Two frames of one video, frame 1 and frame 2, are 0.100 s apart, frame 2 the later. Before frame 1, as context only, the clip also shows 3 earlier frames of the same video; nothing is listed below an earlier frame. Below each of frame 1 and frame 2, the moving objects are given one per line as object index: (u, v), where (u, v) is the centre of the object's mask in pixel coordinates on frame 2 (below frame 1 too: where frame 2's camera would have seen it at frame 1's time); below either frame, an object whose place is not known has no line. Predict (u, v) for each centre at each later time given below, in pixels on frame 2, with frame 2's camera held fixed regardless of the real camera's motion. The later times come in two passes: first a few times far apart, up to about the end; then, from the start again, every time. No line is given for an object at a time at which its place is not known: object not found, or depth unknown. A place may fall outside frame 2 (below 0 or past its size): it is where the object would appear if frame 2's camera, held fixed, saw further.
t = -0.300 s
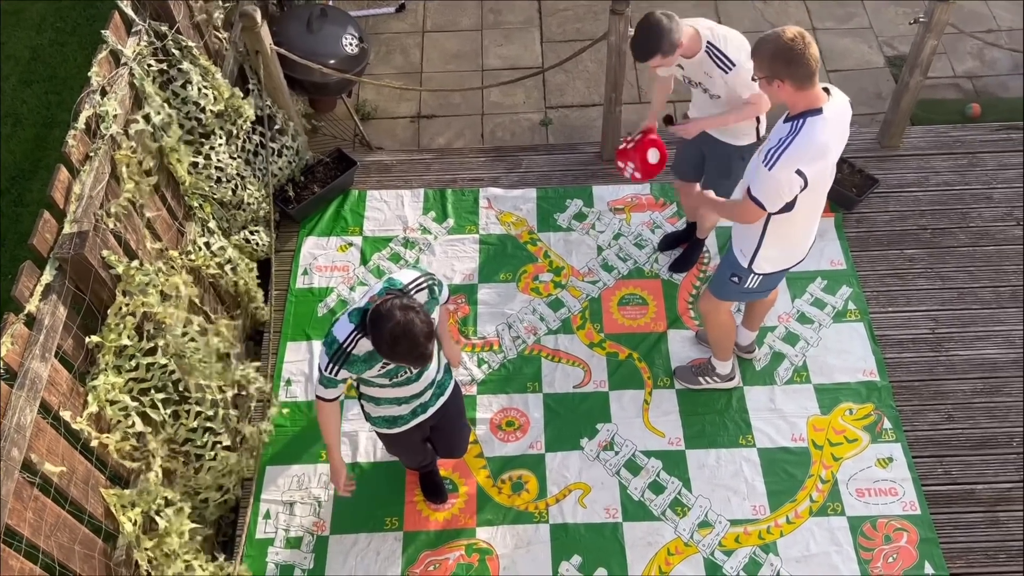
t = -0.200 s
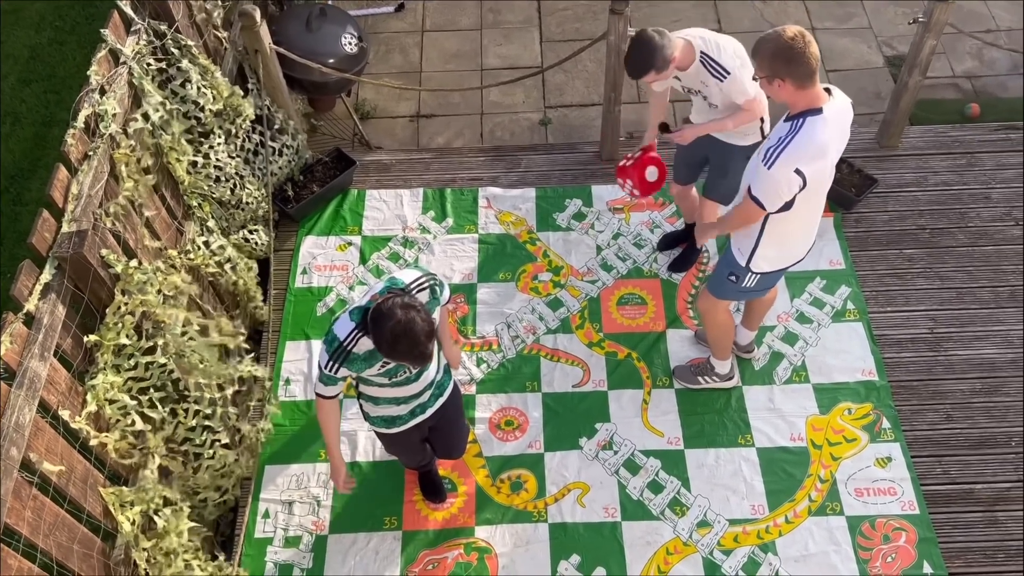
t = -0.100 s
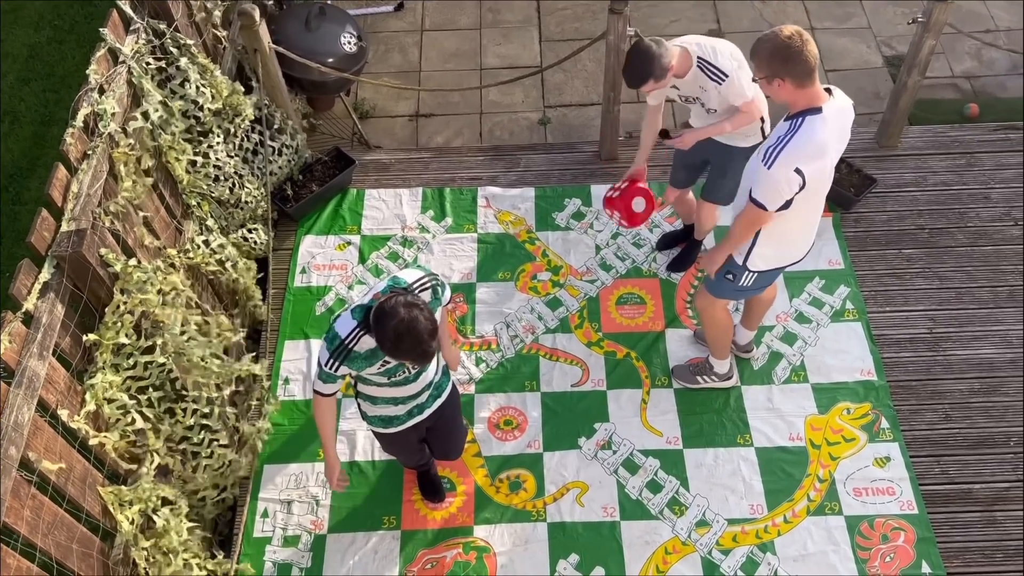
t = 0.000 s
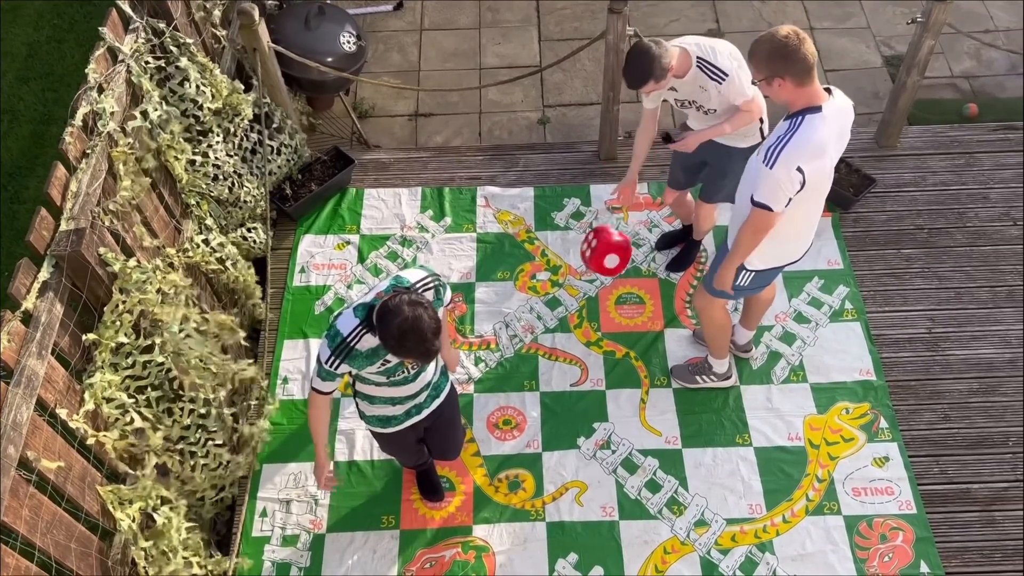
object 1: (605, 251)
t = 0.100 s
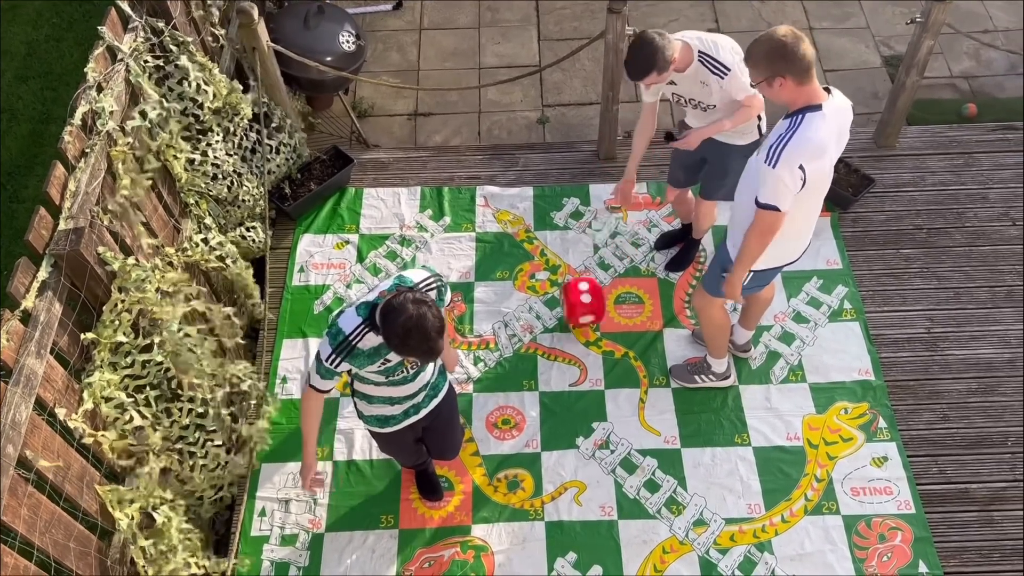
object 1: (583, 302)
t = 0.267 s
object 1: (560, 302)
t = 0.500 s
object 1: (532, 313)
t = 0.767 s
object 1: (520, 332)
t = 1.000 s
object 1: (510, 344)
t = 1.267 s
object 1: (497, 350)
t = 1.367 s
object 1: (492, 350)
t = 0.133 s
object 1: (576, 314)
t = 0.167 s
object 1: (572, 310)
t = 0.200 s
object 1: (567, 307)
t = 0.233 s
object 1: (564, 303)
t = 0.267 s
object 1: (560, 302)
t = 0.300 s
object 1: (556, 301)
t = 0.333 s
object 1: (552, 301)
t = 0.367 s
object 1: (548, 301)
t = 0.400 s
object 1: (544, 303)
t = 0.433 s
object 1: (540, 305)
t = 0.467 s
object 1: (536, 309)
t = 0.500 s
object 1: (532, 313)
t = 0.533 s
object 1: (530, 313)
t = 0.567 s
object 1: (528, 314)
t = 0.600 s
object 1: (527, 317)
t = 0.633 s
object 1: (526, 319)
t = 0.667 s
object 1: (525, 324)
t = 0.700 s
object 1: (523, 325)
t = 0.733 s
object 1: (521, 329)
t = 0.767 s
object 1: (520, 332)
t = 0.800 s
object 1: (518, 334)
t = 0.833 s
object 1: (517, 336)
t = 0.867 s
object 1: (516, 338)
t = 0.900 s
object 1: (514, 340)
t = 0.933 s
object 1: (513, 342)
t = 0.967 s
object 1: (511, 343)
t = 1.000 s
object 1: (510, 344)
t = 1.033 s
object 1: (509, 346)
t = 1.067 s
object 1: (507, 346)
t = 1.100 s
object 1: (506, 348)
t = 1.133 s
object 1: (505, 349)
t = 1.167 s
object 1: (504, 349)
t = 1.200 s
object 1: (501, 350)
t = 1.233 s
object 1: (499, 350)
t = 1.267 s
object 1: (497, 350)
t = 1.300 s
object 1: (495, 350)
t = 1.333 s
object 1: (493, 350)
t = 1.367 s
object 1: (492, 350)
